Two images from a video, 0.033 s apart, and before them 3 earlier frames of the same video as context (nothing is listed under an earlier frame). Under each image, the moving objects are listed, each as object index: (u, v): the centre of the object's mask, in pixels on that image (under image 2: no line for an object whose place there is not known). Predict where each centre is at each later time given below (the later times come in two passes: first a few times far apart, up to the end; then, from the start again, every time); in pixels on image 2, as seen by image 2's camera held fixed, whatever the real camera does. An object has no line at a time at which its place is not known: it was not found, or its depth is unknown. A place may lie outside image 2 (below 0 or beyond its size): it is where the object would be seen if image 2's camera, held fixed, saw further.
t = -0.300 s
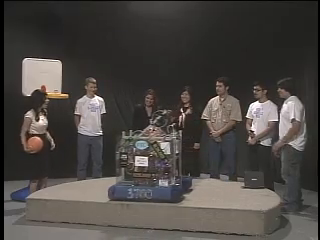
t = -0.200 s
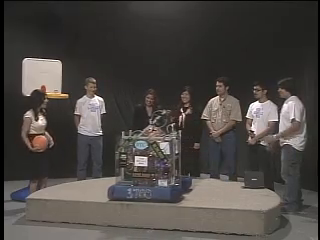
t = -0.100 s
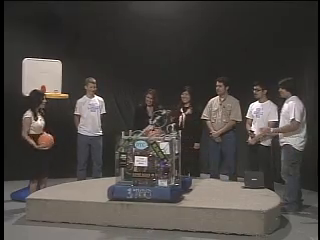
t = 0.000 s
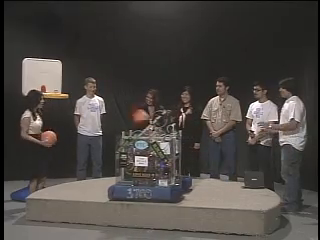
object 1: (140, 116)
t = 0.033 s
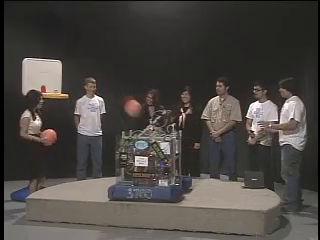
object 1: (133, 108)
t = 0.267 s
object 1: (77, 64)
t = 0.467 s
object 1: (38, 62)
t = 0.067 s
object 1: (124, 98)
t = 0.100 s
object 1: (116, 90)
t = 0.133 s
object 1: (108, 83)
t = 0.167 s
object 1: (100, 76)
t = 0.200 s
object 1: (92, 71)
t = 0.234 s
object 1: (84, 67)
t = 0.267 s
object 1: (77, 64)
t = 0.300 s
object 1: (71, 61)
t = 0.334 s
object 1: (64, 60)
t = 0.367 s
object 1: (57, 59)
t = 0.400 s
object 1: (50, 59)
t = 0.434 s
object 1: (43, 60)
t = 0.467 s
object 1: (38, 62)
